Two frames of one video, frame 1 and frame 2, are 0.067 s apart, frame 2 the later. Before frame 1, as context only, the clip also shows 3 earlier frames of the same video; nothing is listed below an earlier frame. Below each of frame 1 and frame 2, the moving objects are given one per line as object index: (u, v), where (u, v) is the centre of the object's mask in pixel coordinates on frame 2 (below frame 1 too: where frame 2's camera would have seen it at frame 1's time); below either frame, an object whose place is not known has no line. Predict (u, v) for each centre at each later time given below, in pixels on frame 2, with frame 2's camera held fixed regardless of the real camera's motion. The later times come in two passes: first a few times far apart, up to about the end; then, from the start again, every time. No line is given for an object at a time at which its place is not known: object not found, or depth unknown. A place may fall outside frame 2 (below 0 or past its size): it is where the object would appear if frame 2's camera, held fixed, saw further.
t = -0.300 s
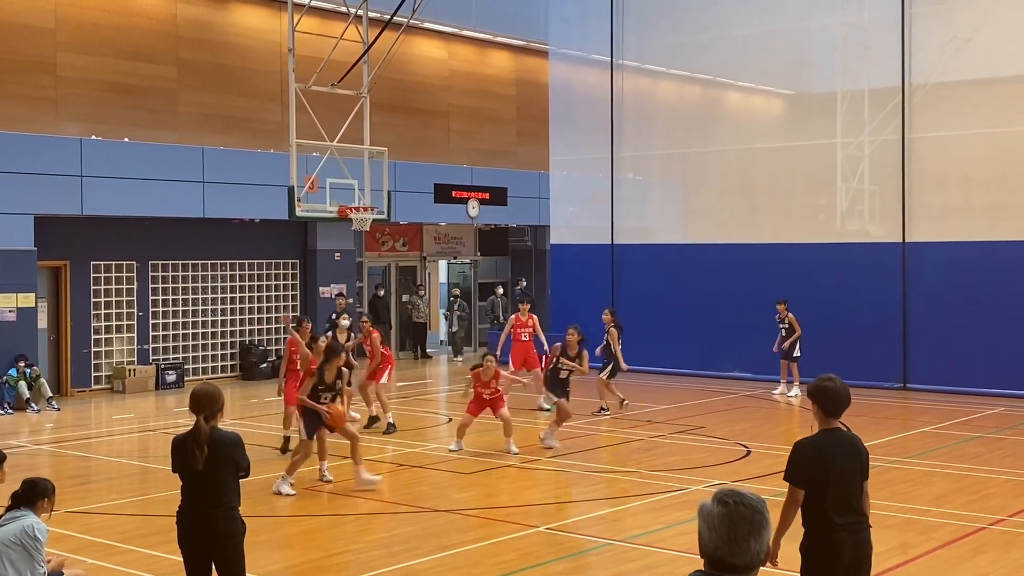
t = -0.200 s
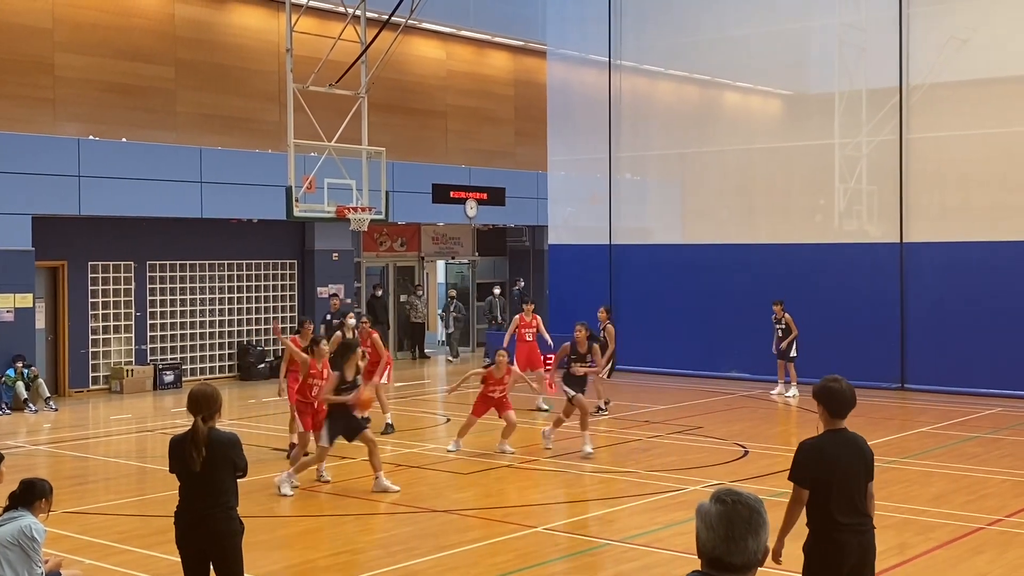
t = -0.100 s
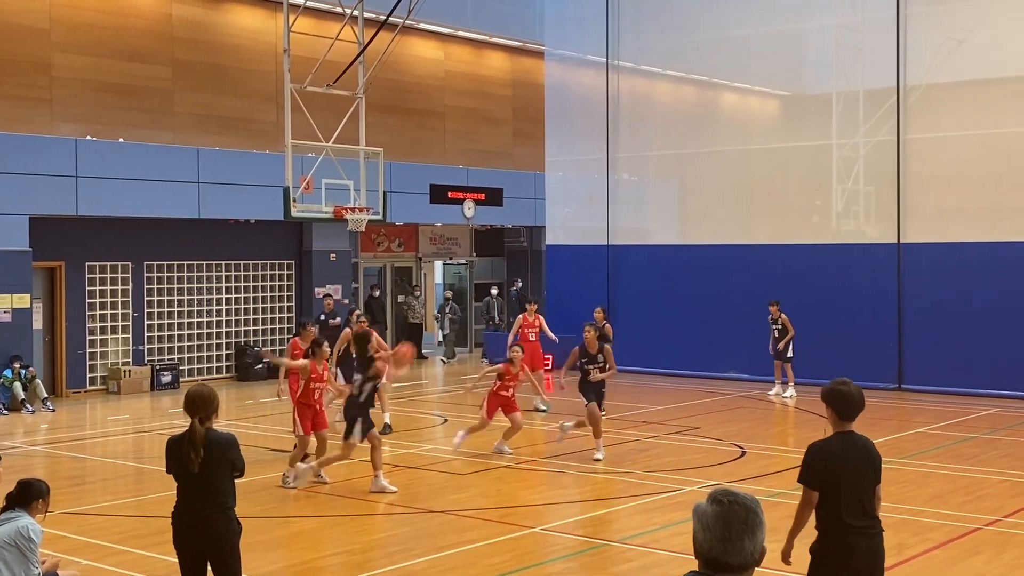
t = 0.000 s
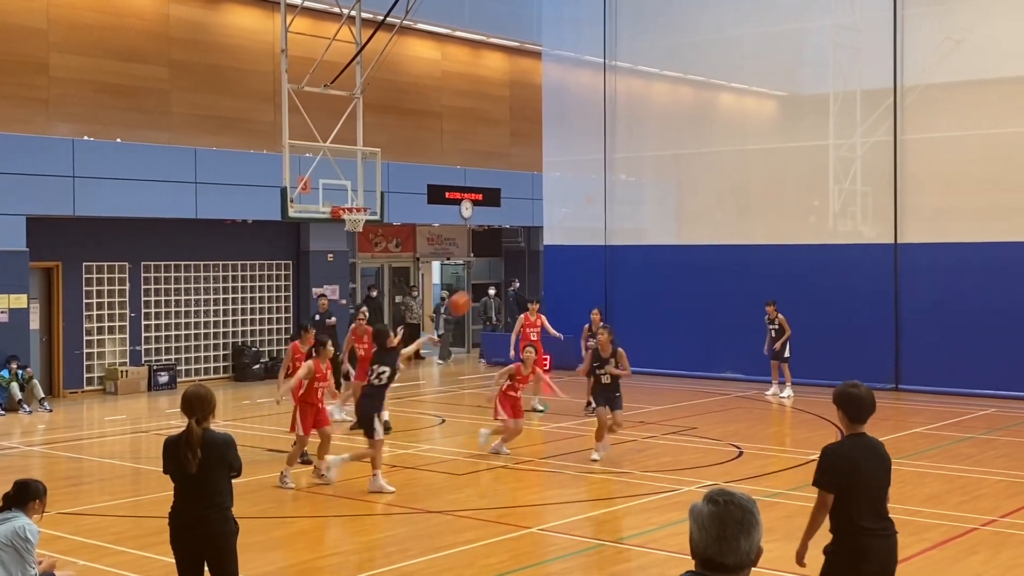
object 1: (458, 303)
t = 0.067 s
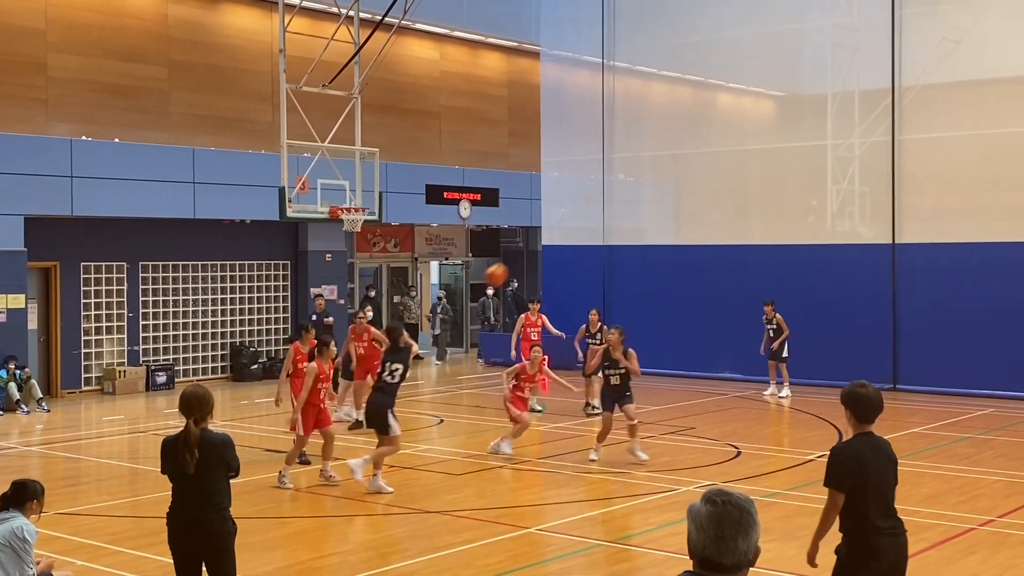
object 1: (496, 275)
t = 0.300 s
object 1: (610, 215)
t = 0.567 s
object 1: (713, 203)
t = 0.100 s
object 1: (514, 263)
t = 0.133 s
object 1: (531, 253)
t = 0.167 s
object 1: (547, 244)
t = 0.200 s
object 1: (564, 234)
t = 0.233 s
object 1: (579, 227)
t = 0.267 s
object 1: (595, 220)
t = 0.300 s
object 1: (610, 215)
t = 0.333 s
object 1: (624, 211)
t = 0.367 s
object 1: (638, 207)
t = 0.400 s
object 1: (651, 204)
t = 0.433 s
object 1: (664, 203)
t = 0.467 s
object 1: (677, 202)
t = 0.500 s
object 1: (689, 201)
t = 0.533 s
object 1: (701, 202)
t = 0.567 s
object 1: (713, 203)
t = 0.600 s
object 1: (725, 205)
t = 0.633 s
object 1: (736, 207)
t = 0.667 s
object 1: (747, 210)
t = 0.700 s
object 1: (757, 214)
